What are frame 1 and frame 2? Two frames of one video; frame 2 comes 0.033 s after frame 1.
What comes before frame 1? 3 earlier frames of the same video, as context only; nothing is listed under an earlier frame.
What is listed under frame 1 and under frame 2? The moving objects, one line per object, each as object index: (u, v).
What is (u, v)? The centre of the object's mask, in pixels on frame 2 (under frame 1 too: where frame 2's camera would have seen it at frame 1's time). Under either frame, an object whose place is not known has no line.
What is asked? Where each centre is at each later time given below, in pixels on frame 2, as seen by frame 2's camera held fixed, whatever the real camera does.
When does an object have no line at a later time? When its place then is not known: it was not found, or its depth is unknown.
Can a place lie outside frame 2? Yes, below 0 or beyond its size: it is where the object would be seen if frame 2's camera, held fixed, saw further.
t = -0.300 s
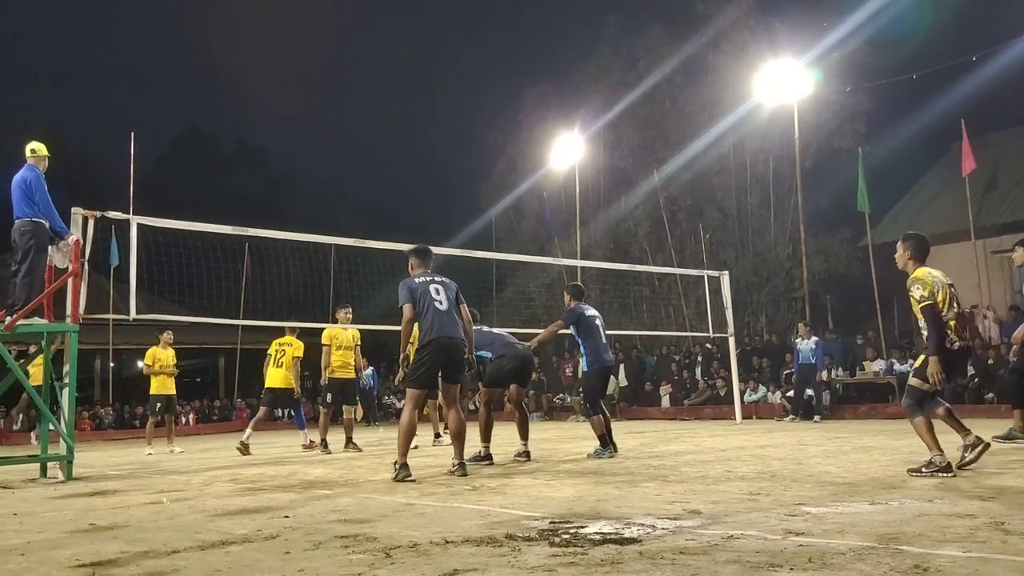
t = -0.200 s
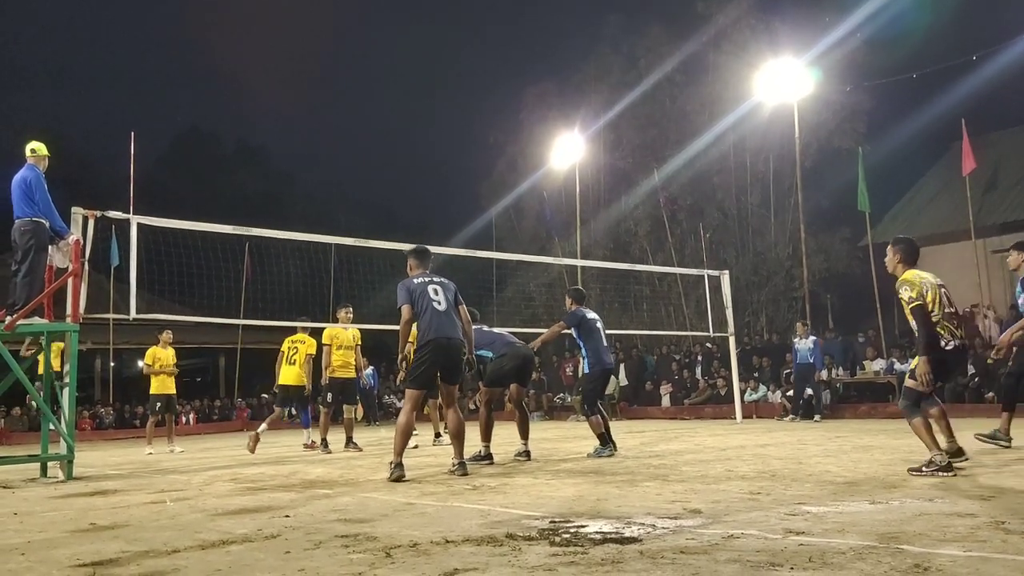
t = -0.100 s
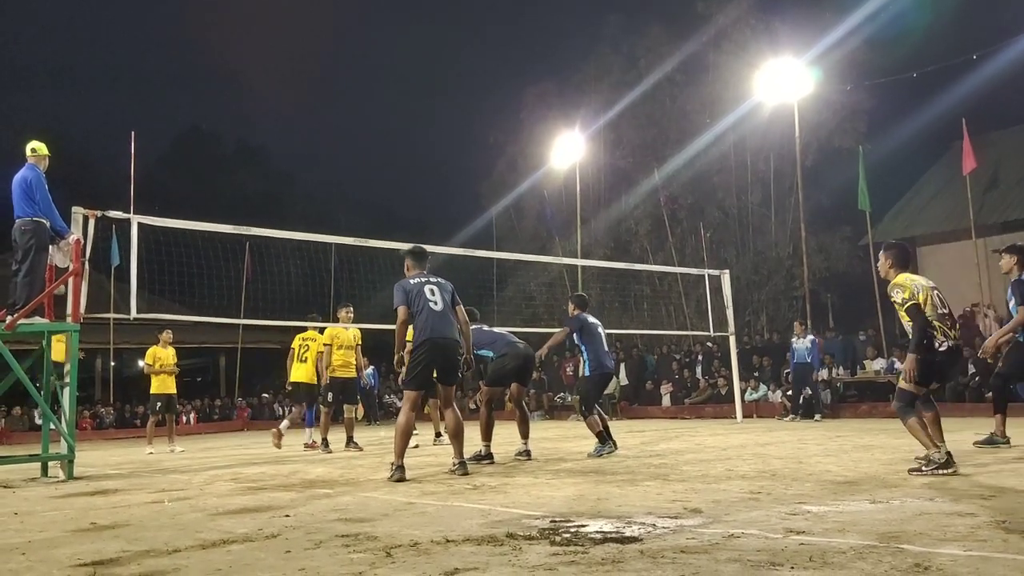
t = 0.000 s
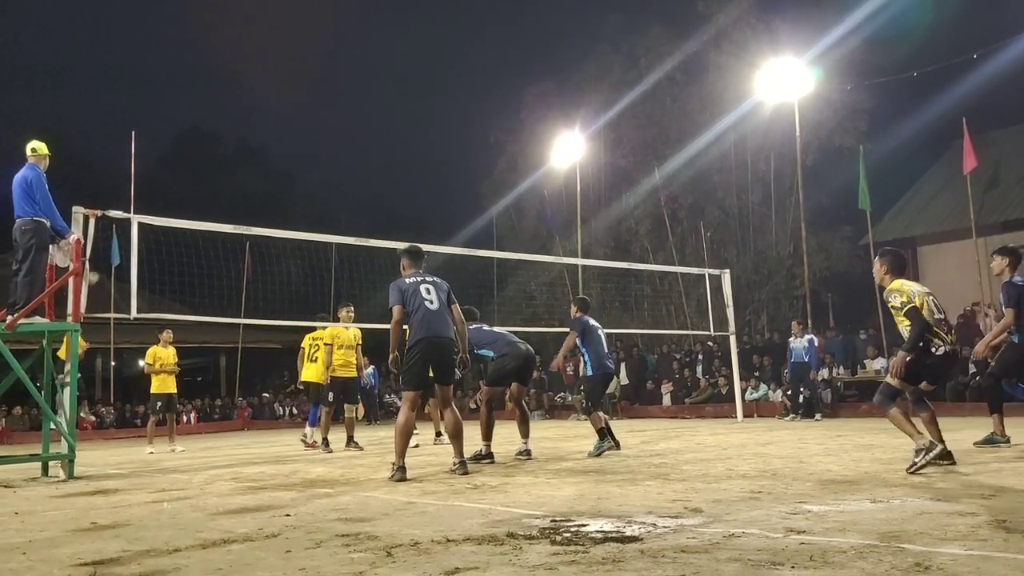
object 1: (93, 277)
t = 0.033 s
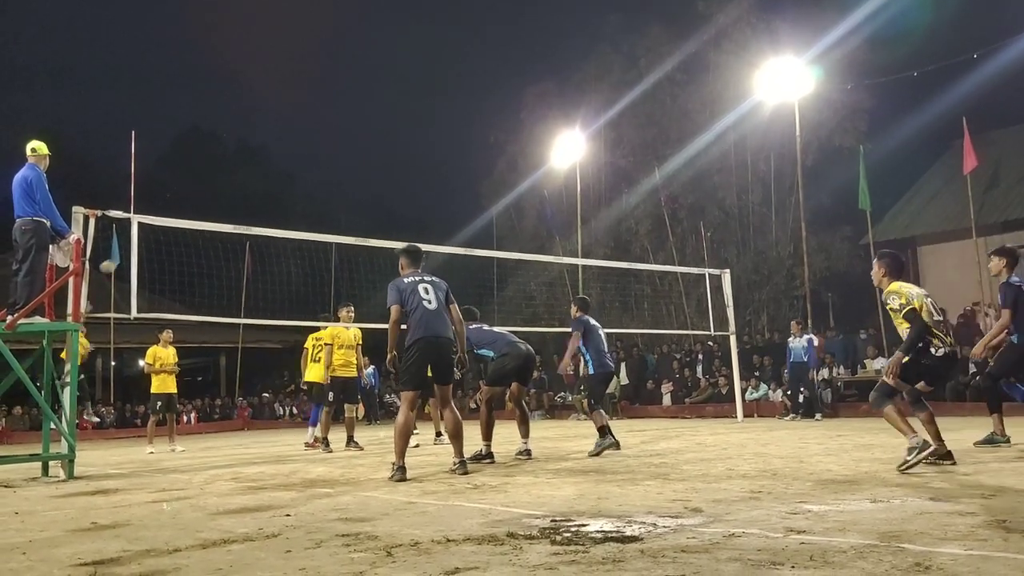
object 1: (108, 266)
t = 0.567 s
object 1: (532, 171)
